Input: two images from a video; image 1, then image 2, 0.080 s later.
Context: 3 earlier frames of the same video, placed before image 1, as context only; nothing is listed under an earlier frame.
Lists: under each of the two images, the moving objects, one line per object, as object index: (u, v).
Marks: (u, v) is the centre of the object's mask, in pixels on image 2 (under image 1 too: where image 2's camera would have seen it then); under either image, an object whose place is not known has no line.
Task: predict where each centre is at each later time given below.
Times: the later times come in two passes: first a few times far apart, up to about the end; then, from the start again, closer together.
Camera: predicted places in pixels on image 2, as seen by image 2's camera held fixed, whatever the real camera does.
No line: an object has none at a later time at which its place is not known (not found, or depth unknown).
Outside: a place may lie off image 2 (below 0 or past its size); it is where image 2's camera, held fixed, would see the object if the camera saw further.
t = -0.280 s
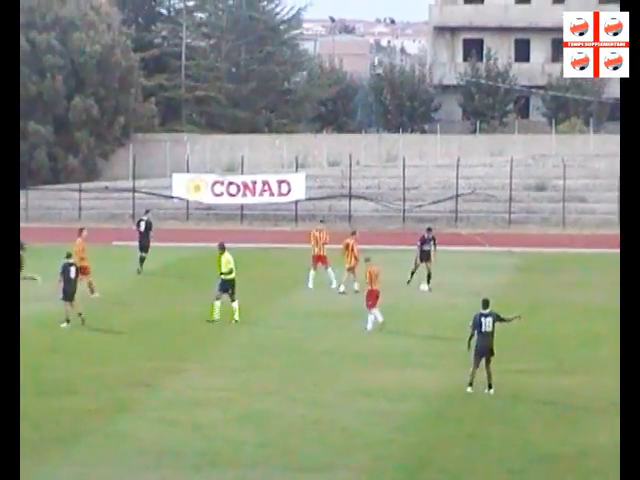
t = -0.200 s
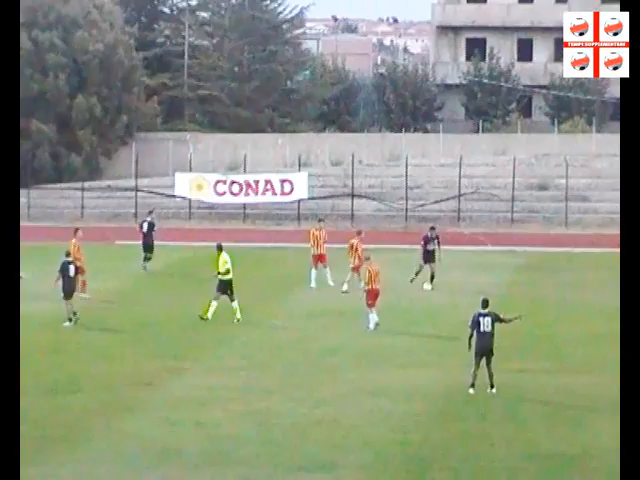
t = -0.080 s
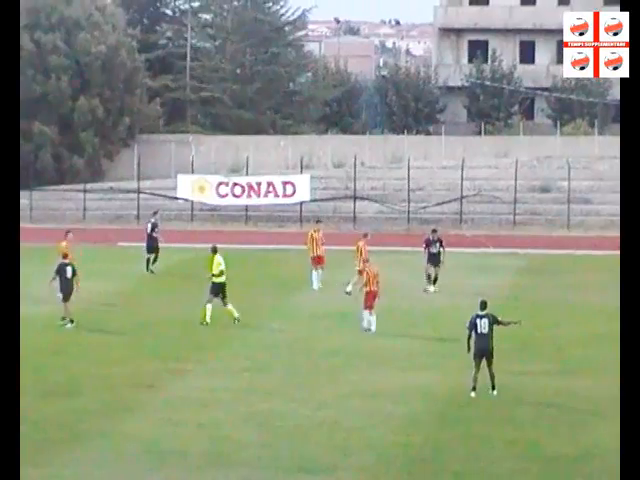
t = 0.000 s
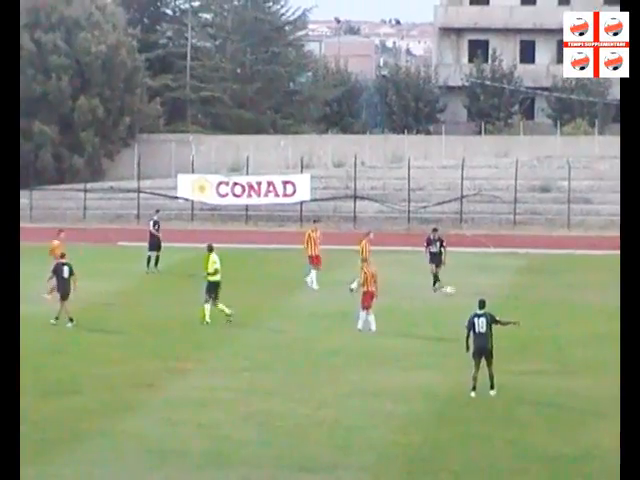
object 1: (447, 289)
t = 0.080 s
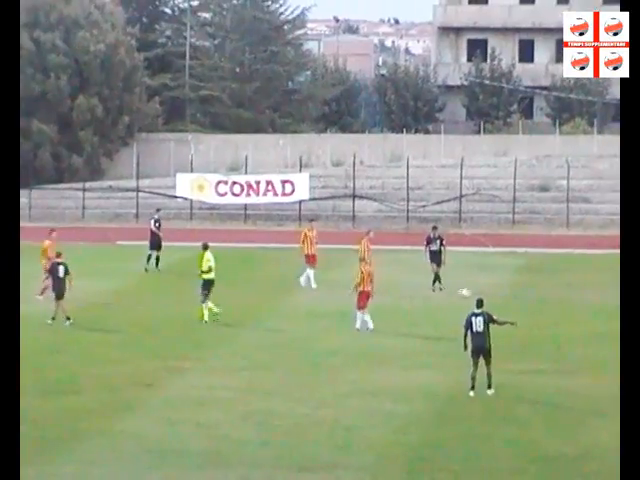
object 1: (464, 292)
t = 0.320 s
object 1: (513, 299)
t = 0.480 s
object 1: (543, 303)
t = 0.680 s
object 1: (573, 309)
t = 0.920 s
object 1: (605, 314)
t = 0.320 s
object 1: (513, 299)
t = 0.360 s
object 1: (522, 301)
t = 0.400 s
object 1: (529, 303)
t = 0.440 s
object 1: (536, 303)
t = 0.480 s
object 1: (543, 303)
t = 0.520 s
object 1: (551, 304)
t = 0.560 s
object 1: (558, 306)
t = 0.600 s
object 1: (563, 307)
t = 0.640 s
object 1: (567, 308)
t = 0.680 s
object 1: (573, 309)
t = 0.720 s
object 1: (579, 310)
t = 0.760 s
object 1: (588, 311)
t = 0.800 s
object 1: (589, 313)
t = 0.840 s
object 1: (598, 312)
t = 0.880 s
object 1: (600, 313)
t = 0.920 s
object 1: (605, 314)
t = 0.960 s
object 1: (608, 316)
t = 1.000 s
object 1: (613, 315)
